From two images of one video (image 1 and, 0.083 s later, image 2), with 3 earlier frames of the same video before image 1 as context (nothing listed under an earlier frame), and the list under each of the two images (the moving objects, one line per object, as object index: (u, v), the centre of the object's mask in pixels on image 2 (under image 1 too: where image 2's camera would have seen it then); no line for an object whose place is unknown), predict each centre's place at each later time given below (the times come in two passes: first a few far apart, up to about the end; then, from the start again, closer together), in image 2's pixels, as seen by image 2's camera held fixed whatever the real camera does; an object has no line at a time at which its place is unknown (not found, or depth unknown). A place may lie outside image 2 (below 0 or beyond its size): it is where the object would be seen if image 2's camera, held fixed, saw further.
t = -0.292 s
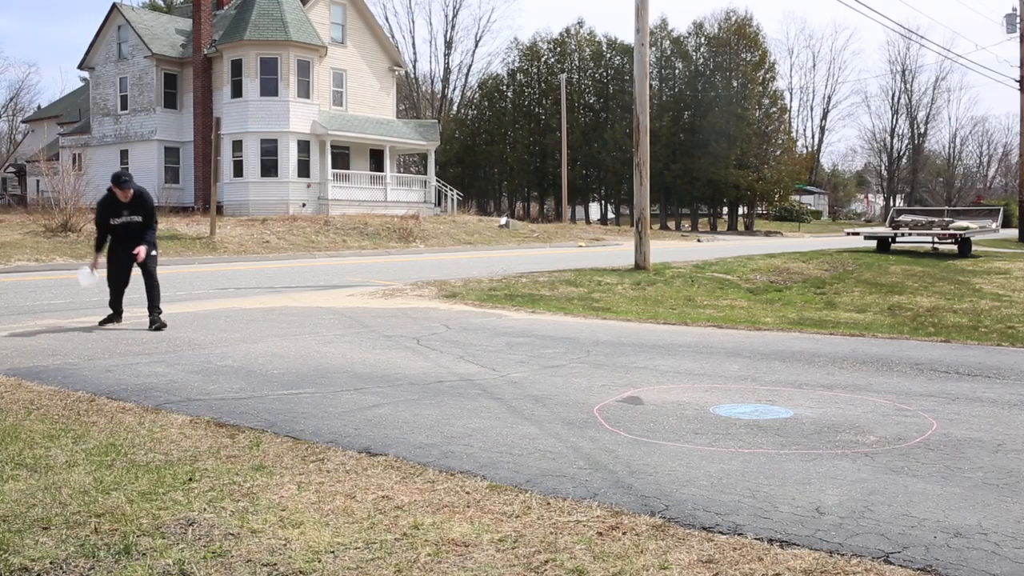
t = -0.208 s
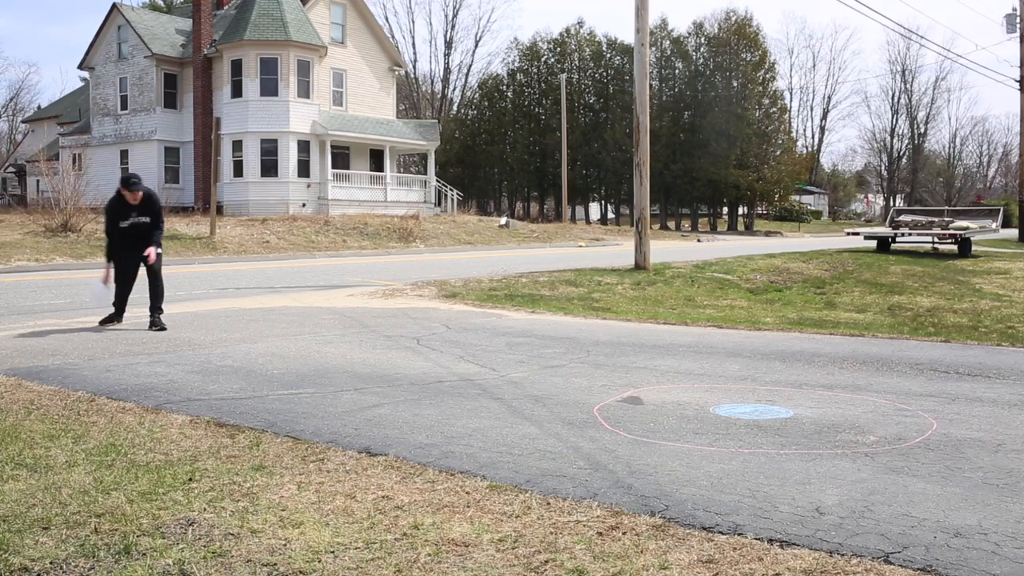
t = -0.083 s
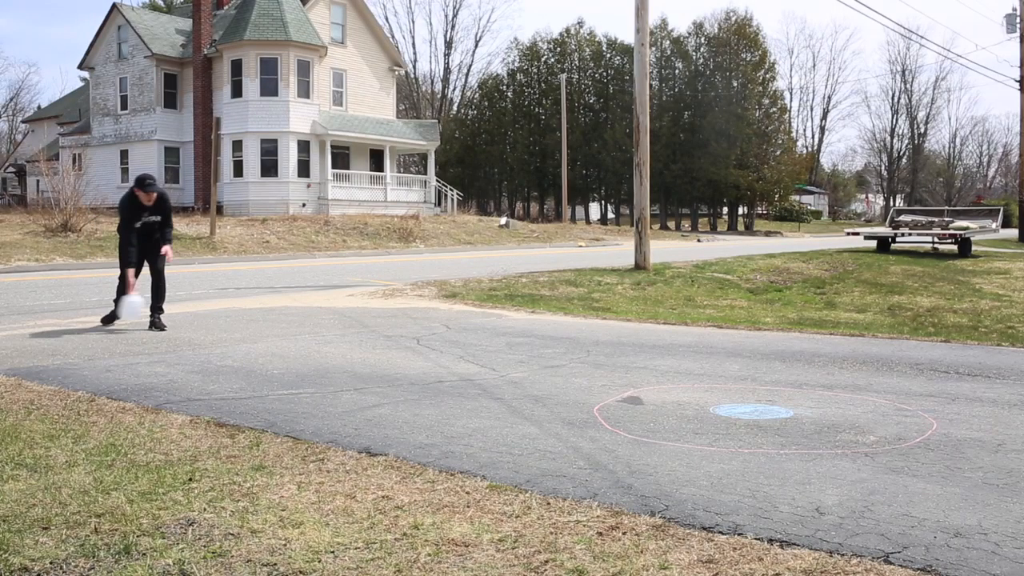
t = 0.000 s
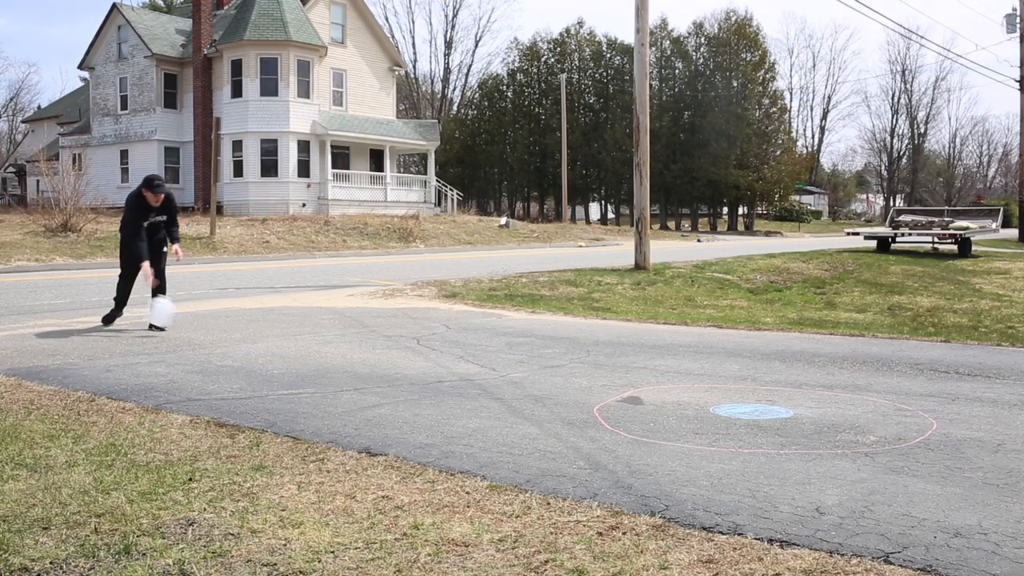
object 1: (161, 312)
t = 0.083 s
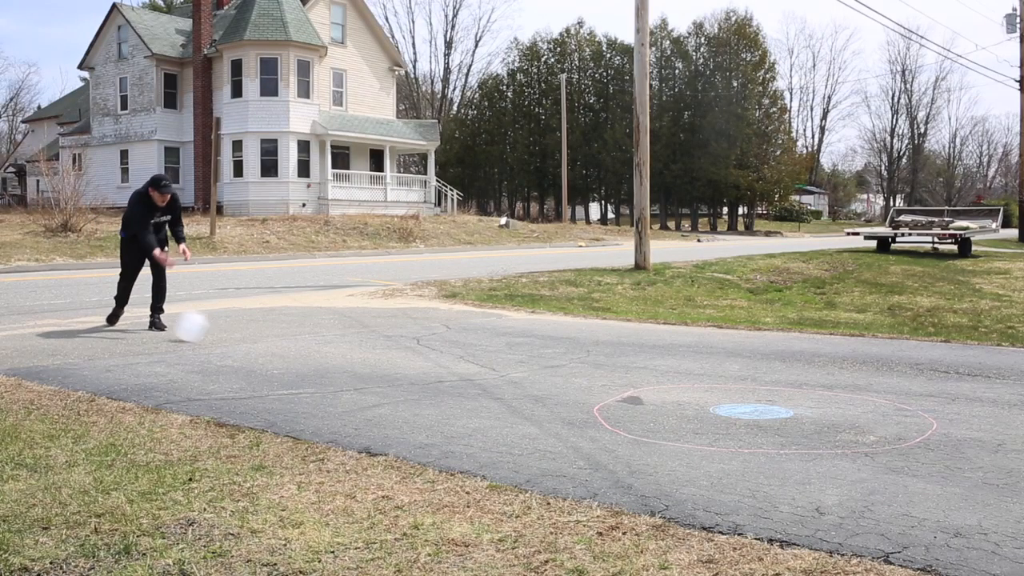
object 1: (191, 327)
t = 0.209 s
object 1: (234, 335)
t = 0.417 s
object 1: (312, 349)
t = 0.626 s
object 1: (397, 359)
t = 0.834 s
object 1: (478, 368)
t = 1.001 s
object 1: (540, 375)
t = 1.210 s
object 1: (609, 382)
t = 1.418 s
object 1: (662, 388)
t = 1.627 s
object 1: (695, 389)
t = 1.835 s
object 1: (708, 393)
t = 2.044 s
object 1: (706, 394)
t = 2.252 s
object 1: (704, 395)
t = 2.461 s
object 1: (705, 394)
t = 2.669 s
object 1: (704, 395)
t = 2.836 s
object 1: (705, 394)
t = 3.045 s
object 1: (704, 394)
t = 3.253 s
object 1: (704, 394)
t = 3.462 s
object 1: (705, 395)
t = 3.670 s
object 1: (704, 395)
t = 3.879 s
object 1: (705, 395)
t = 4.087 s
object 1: (705, 395)
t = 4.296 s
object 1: (705, 395)
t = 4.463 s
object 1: (705, 394)
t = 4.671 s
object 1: (704, 395)
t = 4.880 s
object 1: (704, 394)
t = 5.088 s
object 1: (704, 395)
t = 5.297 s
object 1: (704, 394)
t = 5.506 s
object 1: (704, 394)
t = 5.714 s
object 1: (704, 395)
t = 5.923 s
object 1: (704, 395)
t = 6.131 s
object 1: (704, 394)
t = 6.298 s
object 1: (704, 394)
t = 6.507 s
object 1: (704, 394)
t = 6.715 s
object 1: (704, 394)
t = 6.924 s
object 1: (704, 395)
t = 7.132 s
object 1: (705, 395)
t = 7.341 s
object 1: (705, 395)
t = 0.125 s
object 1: (207, 331)
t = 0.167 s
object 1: (221, 334)
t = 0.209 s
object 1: (234, 335)
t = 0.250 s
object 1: (248, 337)
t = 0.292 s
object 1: (263, 339)
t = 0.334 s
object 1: (279, 344)
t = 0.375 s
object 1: (296, 347)
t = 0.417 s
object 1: (312, 349)
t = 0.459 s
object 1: (330, 351)
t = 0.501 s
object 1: (347, 352)
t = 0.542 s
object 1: (364, 353)
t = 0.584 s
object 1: (381, 357)
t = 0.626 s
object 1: (397, 359)
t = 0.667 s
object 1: (414, 361)
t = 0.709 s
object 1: (430, 363)
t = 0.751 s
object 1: (446, 365)
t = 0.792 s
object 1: (461, 367)
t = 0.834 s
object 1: (478, 368)
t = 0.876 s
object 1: (494, 370)
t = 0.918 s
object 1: (510, 371)
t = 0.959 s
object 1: (525, 373)
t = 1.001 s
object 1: (540, 375)
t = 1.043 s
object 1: (555, 377)
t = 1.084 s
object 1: (569, 378)
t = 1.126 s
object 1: (582, 379)
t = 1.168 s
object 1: (596, 381)
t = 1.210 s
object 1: (609, 382)
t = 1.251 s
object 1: (622, 384)
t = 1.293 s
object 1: (633, 385)
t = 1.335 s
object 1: (643, 386)
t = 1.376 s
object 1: (653, 387)
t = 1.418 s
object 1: (662, 388)
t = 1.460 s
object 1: (671, 389)
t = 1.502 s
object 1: (679, 389)
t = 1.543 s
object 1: (686, 390)
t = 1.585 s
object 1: (691, 389)
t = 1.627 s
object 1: (695, 389)
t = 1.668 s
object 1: (698, 390)
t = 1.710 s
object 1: (700, 391)
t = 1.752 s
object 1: (703, 393)
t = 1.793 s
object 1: (706, 393)
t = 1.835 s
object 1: (708, 393)
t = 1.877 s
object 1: (708, 394)
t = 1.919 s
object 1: (707, 394)
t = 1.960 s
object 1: (707, 394)
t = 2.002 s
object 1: (707, 394)
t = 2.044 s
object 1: (706, 394)
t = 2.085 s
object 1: (704, 394)
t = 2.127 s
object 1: (704, 394)
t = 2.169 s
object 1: (704, 394)
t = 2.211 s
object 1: (704, 394)
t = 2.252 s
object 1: (704, 395)
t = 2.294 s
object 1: (704, 394)
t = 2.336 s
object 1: (705, 395)
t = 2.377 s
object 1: (705, 394)
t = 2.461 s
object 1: (705, 394)
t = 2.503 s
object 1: (705, 394)
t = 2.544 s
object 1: (705, 394)
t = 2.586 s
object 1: (705, 394)
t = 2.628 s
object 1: (705, 395)
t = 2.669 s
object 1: (704, 395)
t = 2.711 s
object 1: (705, 395)
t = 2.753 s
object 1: (704, 394)
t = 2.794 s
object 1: (704, 395)
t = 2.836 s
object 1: (705, 394)
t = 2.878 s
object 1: (704, 394)
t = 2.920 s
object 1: (705, 395)
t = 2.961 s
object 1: (705, 394)
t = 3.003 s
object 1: (705, 394)
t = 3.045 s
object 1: (704, 394)
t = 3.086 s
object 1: (704, 395)
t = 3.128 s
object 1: (704, 395)
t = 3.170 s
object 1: (704, 394)
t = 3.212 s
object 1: (705, 395)
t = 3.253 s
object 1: (704, 394)
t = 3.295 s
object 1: (705, 395)
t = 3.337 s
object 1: (704, 395)
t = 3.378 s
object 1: (705, 395)
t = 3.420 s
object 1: (704, 394)
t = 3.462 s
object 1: (705, 395)
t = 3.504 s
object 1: (705, 394)
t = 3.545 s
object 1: (705, 394)
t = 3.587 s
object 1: (704, 395)
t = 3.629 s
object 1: (704, 395)
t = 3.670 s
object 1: (704, 395)
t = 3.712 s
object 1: (704, 395)
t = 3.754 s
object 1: (704, 394)
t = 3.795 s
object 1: (704, 394)
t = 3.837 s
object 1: (704, 395)
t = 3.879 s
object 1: (705, 395)
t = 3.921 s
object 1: (705, 394)
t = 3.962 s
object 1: (705, 395)
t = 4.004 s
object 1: (705, 395)
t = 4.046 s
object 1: (704, 394)
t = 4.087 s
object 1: (705, 395)
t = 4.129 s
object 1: (704, 394)
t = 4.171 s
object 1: (705, 395)
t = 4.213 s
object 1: (705, 395)
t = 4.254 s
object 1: (704, 394)
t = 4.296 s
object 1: (705, 395)
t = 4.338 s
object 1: (704, 394)
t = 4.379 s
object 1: (704, 395)
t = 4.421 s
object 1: (705, 395)
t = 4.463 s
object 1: (705, 394)
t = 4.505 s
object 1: (704, 395)
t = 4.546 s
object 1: (704, 395)
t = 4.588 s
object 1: (704, 394)
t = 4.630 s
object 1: (704, 395)
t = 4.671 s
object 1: (704, 395)
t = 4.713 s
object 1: (704, 394)
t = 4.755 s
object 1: (704, 394)
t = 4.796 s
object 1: (704, 395)
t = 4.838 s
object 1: (704, 395)
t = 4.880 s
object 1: (704, 394)
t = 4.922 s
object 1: (704, 395)
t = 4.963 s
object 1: (704, 395)
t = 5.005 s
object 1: (704, 394)
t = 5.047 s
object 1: (704, 395)
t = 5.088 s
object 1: (704, 395)
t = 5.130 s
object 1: (704, 394)
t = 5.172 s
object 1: (704, 395)
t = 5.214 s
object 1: (704, 394)
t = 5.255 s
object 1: (704, 395)
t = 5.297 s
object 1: (704, 394)
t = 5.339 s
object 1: (704, 395)
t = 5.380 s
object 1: (704, 394)
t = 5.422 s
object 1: (704, 395)
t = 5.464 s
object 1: (704, 394)
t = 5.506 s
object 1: (704, 394)
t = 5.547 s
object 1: (704, 394)
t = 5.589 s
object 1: (704, 395)
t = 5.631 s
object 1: (704, 395)
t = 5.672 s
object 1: (704, 394)
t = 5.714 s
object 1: (704, 395)
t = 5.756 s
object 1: (704, 394)
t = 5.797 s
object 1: (704, 395)
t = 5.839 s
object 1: (704, 394)
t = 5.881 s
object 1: (704, 394)
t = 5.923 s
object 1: (704, 395)
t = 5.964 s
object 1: (704, 394)
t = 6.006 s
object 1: (705, 395)
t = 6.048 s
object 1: (704, 394)
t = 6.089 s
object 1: (704, 395)
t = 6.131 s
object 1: (704, 394)
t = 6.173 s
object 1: (704, 395)
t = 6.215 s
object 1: (704, 394)
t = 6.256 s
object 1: (704, 395)
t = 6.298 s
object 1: (704, 394)
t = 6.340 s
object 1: (704, 395)
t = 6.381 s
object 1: (704, 394)
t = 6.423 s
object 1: (704, 394)
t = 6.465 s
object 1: (704, 394)
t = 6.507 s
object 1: (704, 394)
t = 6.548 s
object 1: (704, 395)
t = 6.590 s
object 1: (704, 394)
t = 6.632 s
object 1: (704, 394)
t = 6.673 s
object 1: (704, 395)
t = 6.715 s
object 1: (704, 394)
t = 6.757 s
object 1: (704, 395)
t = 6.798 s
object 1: (704, 395)
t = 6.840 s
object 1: (704, 394)
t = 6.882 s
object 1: (704, 395)
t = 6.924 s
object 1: (704, 395)
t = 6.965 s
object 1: (704, 395)
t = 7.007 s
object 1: (704, 394)
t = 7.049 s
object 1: (704, 394)
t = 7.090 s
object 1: (704, 395)
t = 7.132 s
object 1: (705, 395)
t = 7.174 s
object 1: (704, 395)
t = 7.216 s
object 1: (704, 394)
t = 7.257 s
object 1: (704, 394)
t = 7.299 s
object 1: (704, 394)
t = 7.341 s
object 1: (705, 395)
